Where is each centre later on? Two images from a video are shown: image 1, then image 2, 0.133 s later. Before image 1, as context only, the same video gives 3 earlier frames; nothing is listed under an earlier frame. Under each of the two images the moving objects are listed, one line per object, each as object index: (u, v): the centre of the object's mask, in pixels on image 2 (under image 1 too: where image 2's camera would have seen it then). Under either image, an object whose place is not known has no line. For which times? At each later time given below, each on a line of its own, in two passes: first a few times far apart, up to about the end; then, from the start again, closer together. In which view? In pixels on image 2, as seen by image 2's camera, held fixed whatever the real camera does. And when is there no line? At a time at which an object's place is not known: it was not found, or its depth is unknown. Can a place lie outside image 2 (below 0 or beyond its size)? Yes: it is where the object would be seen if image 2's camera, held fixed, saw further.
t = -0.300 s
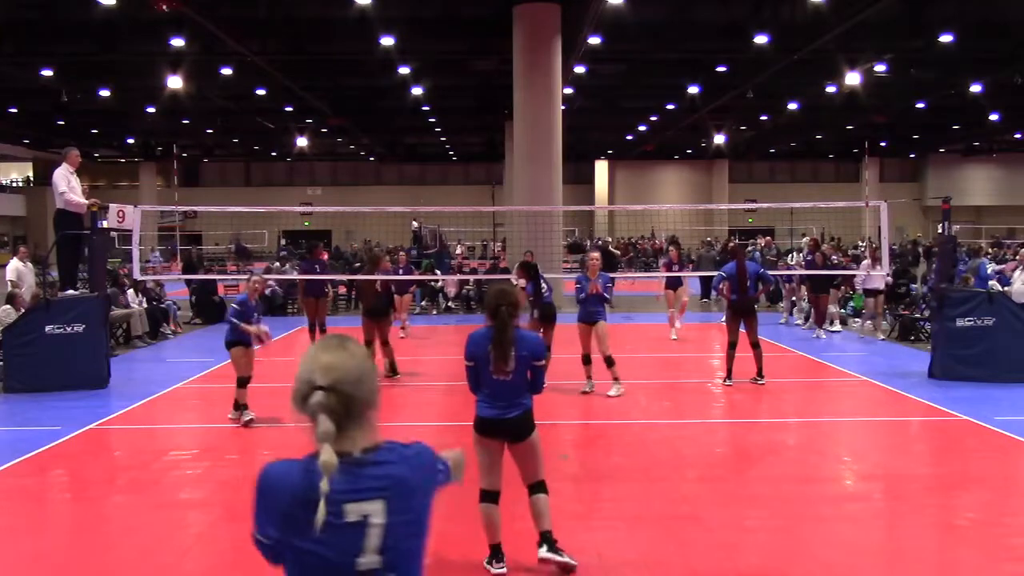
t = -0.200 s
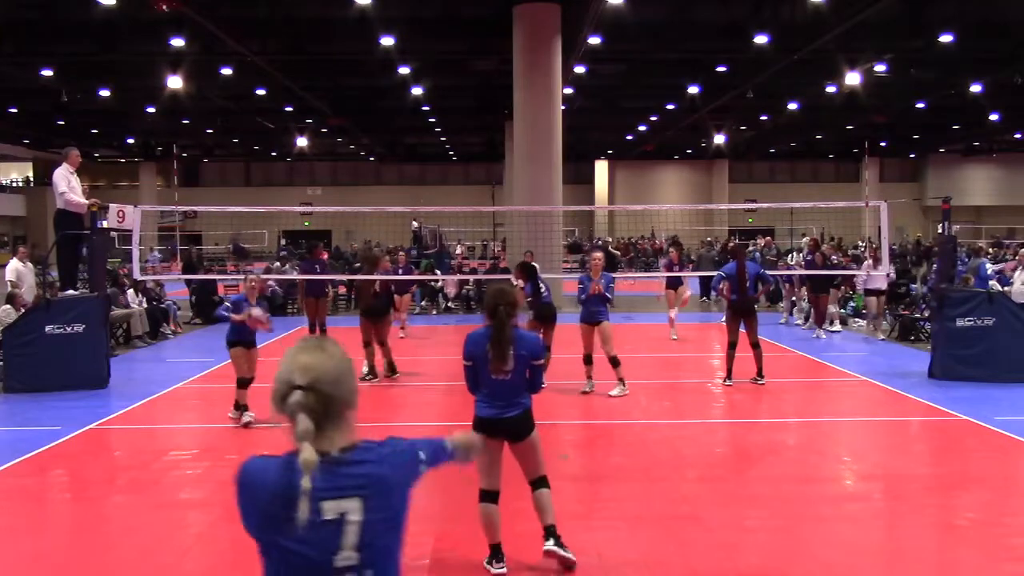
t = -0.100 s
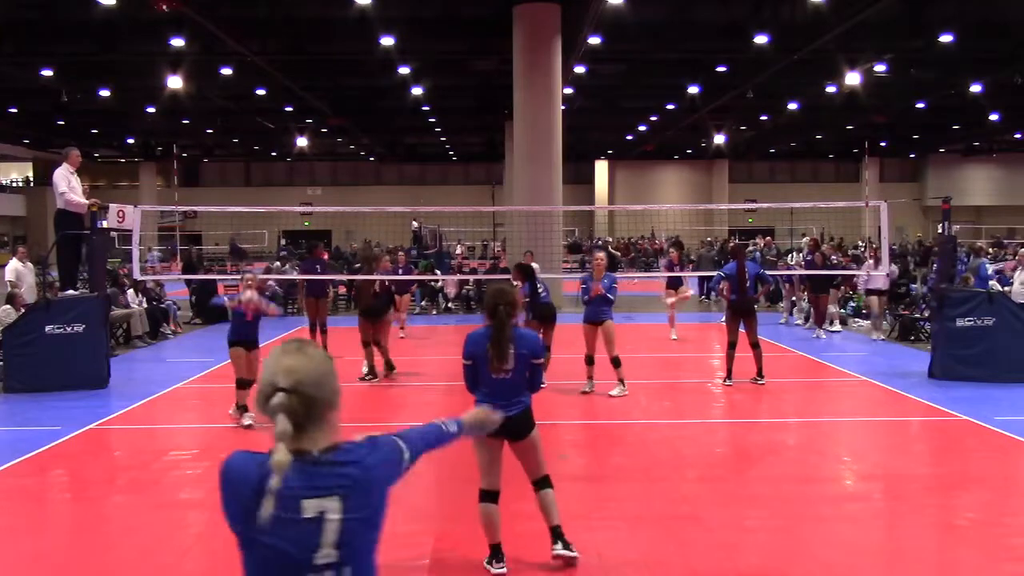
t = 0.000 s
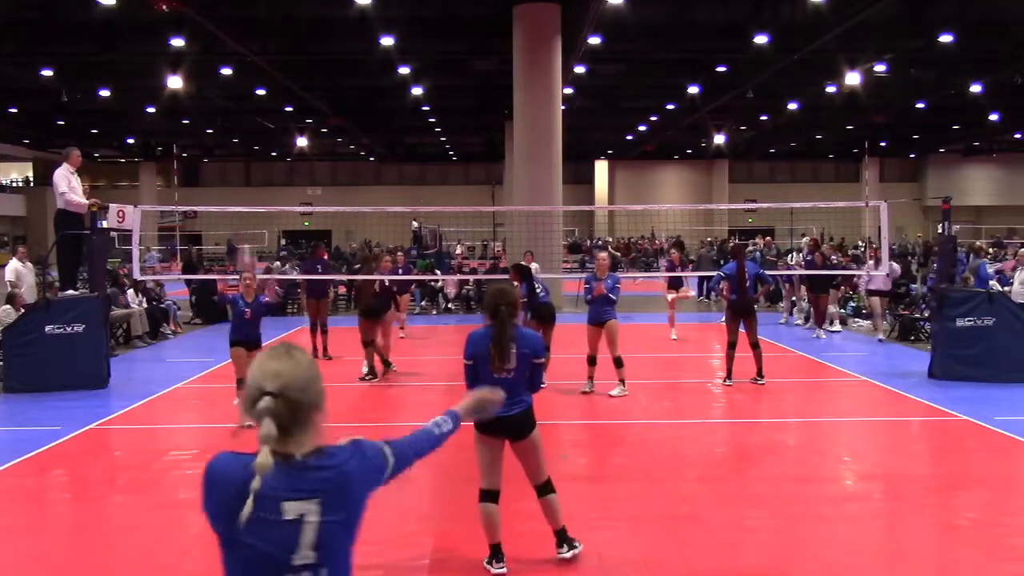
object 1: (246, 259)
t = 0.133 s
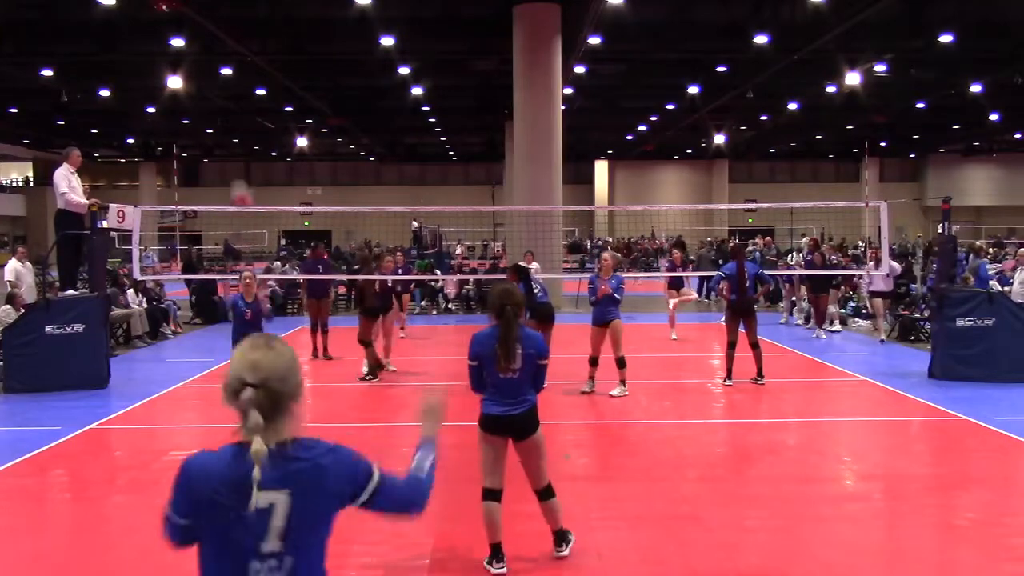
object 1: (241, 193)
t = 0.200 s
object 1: (238, 168)
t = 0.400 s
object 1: (228, 102)
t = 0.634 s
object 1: (216, 77)
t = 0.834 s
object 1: (206, 126)
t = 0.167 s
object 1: (240, 179)
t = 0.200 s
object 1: (238, 168)
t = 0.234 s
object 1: (236, 154)
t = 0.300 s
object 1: (233, 129)
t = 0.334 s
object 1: (231, 119)
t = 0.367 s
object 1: (230, 110)
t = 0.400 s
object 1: (228, 102)
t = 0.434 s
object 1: (227, 95)
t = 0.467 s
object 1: (225, 89)
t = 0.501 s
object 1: (223, 83)
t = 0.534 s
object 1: (221, 80)
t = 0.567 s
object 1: (220, 78)
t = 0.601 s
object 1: (218, 77)
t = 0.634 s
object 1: (216, 77)
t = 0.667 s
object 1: (214, 81)
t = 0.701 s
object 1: (212, 85)
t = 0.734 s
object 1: (211, 92)
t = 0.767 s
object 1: (209, 100)
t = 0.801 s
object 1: (208, 111)
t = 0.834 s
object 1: (206, 126)
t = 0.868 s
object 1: (204, 141)
